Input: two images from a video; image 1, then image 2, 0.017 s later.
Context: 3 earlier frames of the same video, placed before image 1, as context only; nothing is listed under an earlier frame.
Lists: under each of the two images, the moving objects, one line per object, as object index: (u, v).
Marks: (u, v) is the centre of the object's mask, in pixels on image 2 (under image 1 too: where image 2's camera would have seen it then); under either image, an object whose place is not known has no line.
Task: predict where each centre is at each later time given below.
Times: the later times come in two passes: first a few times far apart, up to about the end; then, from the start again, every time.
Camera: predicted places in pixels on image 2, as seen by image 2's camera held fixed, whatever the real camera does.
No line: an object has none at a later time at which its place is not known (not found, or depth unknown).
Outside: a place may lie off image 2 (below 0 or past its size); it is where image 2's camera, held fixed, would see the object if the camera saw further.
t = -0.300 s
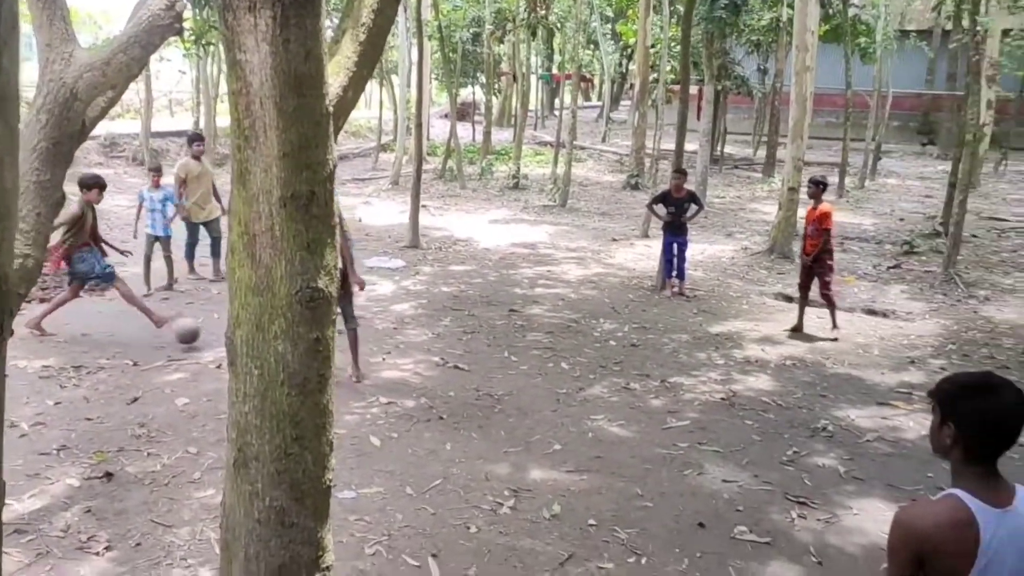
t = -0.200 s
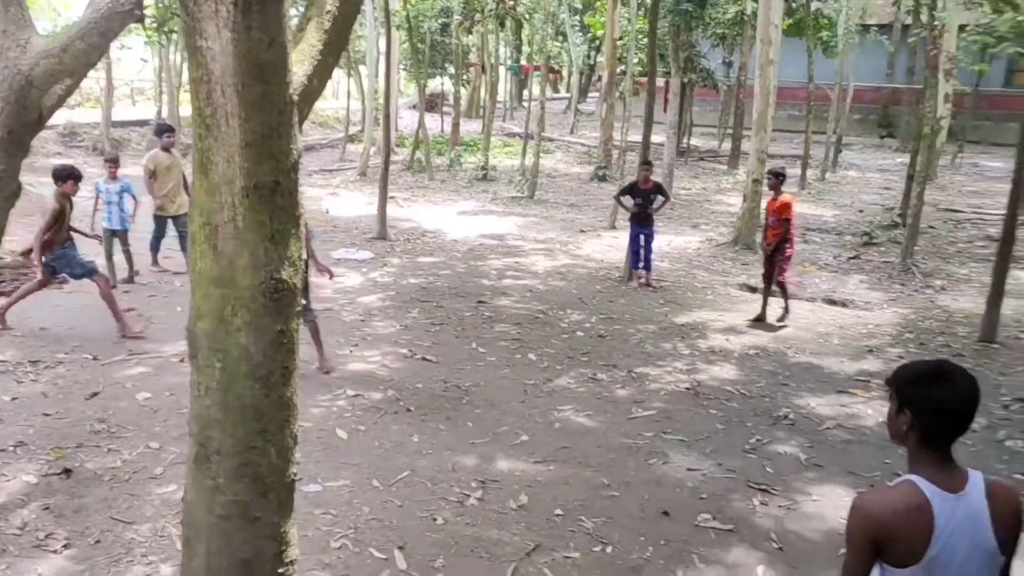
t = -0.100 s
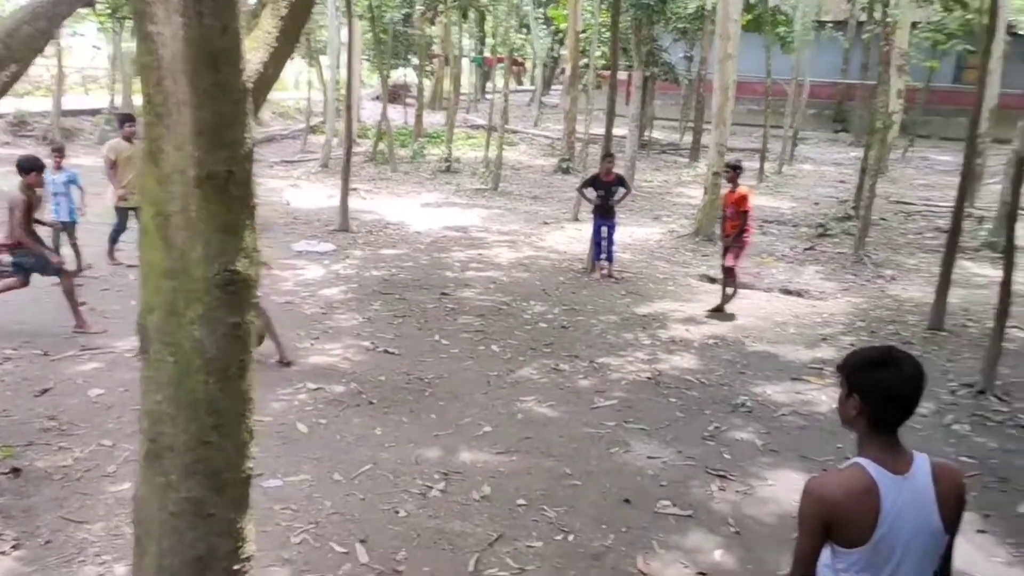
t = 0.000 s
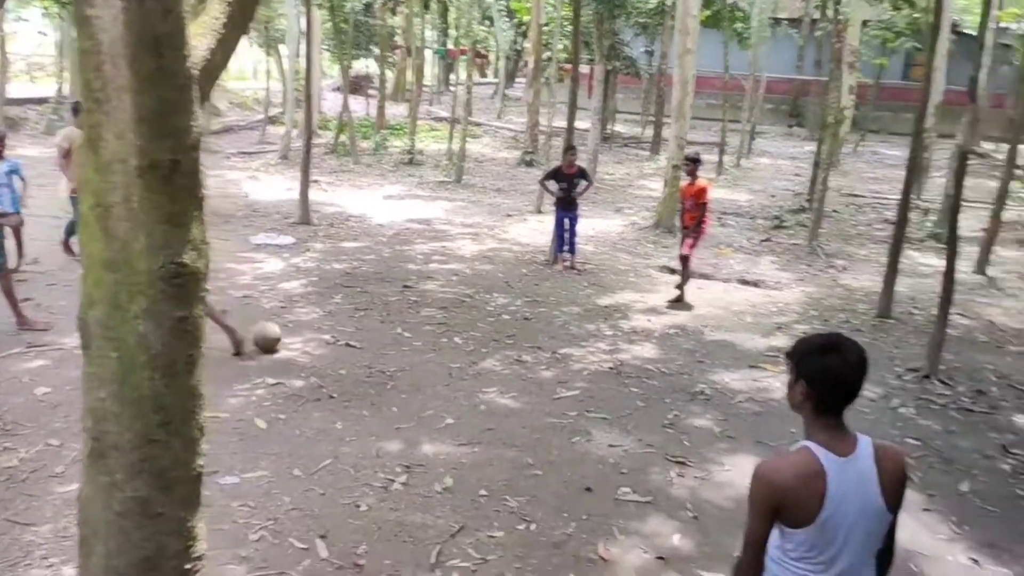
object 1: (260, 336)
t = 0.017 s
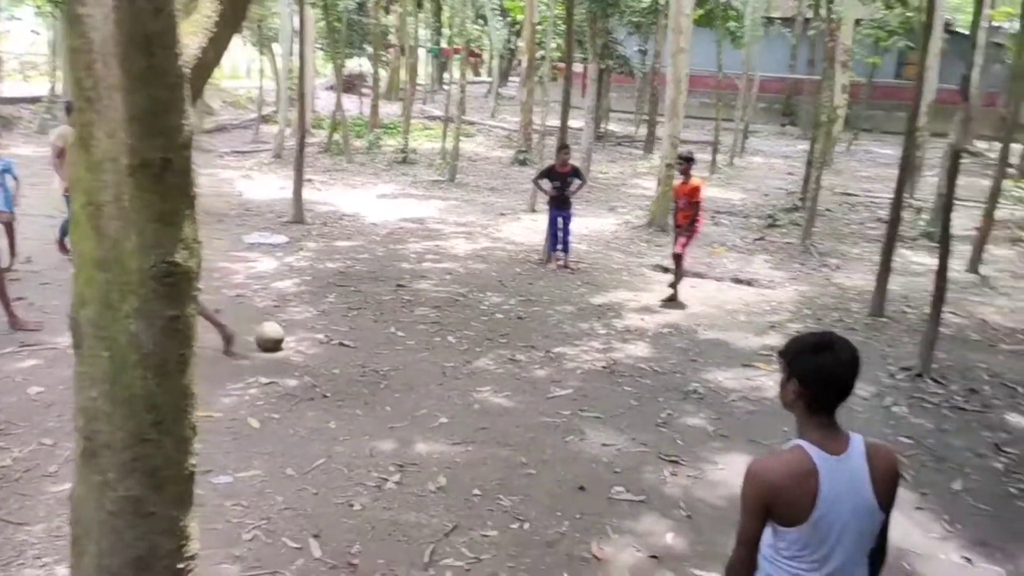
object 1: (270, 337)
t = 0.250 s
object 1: (364, 326)
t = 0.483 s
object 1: (436, 319)
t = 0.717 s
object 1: (496, 311)
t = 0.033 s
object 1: (277, 336)
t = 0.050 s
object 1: (285, 334)
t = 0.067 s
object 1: (293, 332)
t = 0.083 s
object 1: (299, 331)
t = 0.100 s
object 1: (305, 330)
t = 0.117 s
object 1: (313, 328)
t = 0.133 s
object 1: (320, 327)
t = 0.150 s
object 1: (327, 330)
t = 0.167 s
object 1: (333, 329)
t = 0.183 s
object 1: (341, 329)
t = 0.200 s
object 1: (345, 330)
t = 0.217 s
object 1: (352, 328)
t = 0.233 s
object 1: (358, 327)
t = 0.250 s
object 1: (364, 326)
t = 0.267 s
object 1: (366, 326)
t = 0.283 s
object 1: (375, 326)
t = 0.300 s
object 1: (382, 326)
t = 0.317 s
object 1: (387, 325)
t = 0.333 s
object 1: (392, 324)
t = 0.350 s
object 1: (396, 323)
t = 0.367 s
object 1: (402, 321)
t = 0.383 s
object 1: (407, 321)
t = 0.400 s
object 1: (412, 321)
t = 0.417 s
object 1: (417, 321)
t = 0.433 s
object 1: (423, 321)
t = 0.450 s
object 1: (428, 320)
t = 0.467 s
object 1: (430, 319)
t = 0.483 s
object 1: (436, 319)
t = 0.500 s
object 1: (441, 317)
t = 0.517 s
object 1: (445, 317)
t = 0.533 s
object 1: (450, 316)
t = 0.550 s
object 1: (454, 316)
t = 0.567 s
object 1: (459, 316)
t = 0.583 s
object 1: (462, 317)
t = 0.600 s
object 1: (466, 316)
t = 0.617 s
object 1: (471, 314)
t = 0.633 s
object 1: (476, 313)
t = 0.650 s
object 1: (479, 313)
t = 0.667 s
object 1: (483, 313)
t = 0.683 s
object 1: (487, 313)
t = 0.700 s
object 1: (492, 312)
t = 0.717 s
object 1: (496, 311)
